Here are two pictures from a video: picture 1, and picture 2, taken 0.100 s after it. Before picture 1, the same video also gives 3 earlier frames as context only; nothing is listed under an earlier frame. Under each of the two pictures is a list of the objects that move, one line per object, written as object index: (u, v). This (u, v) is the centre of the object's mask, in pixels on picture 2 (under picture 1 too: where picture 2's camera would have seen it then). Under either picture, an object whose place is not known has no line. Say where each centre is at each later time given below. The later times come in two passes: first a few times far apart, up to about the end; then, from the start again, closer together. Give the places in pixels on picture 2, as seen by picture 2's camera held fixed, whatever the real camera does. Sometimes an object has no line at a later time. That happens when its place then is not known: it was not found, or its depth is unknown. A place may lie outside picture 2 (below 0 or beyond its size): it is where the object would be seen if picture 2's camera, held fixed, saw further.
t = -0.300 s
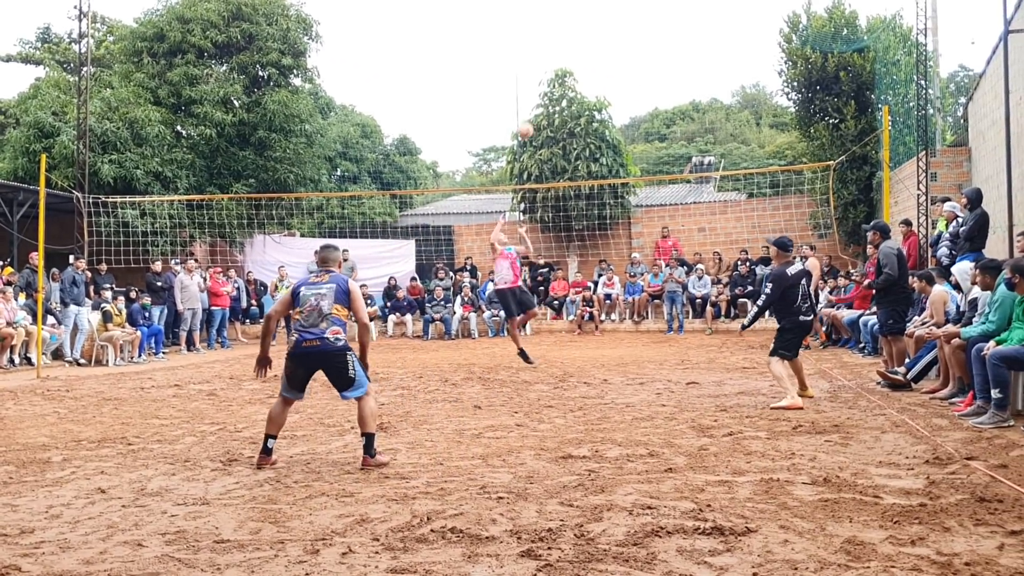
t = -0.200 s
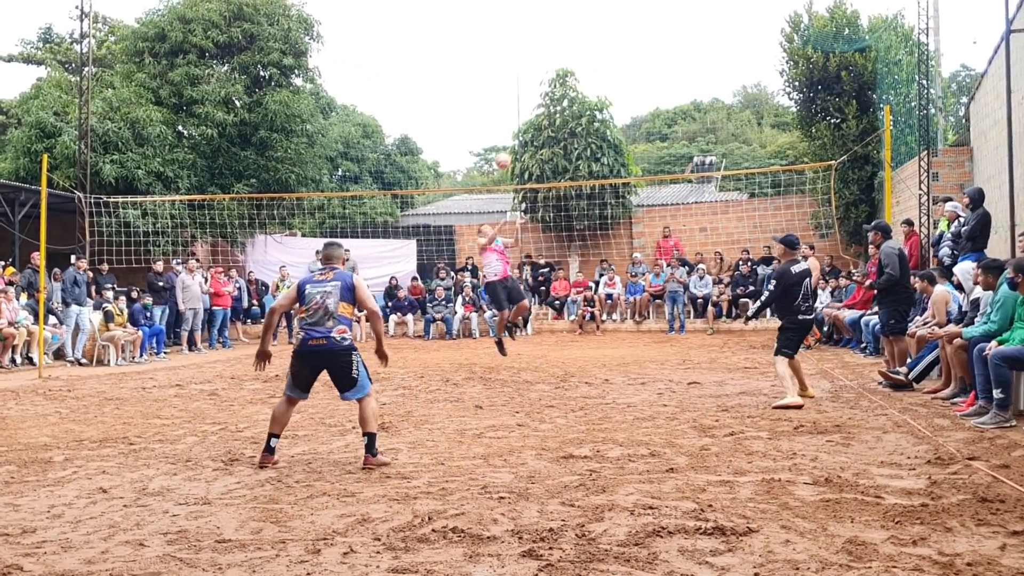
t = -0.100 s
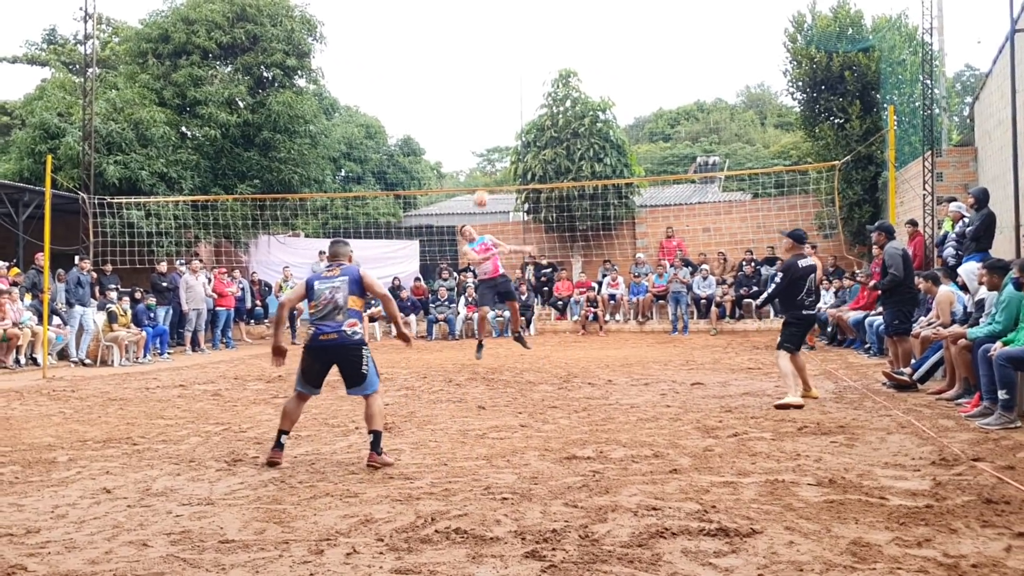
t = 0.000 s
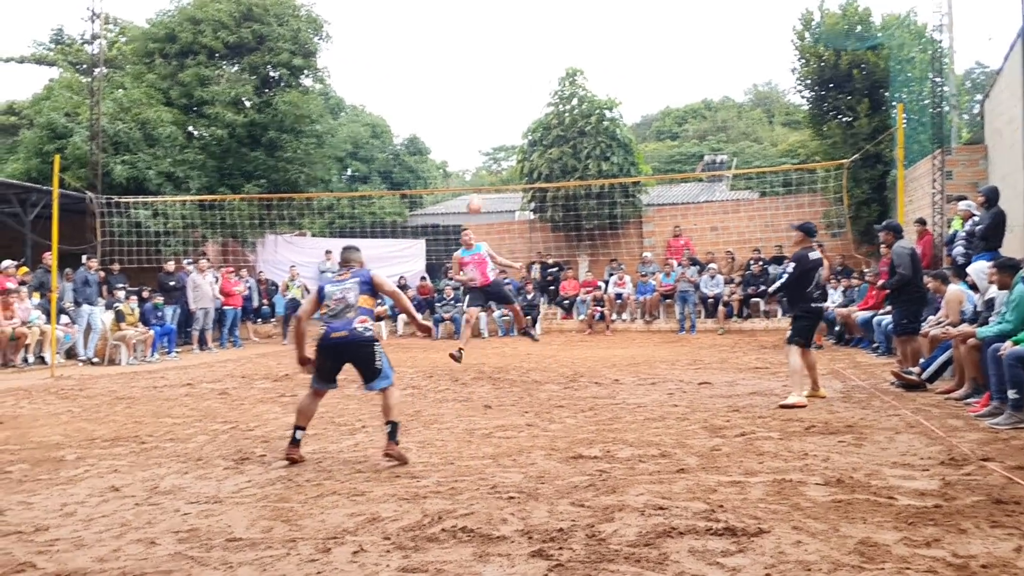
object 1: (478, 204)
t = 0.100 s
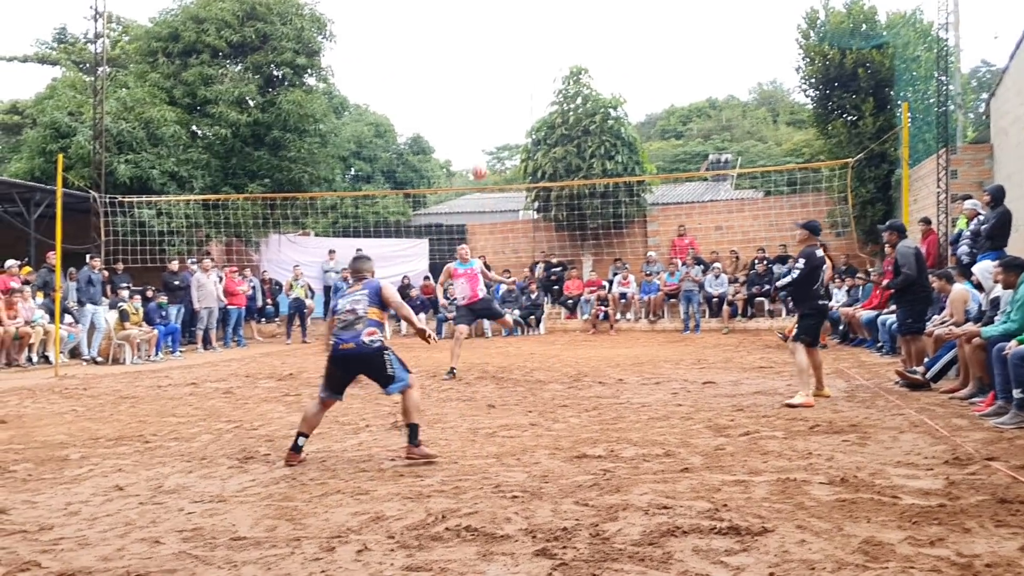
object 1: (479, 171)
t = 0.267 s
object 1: (481, 127)
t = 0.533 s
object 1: (485, 98)
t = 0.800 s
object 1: (491, 139)
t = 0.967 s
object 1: (494, 212)
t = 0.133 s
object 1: (480, 161)
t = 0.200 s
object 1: (481, 143)
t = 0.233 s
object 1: (481, 134)
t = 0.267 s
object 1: (481, 127)
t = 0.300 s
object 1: (481, 120)
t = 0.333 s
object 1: (482, 114)
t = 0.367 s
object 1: (483, 109)
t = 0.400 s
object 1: (483, 105)
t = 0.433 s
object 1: (484, 102)
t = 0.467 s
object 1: (485, 99)
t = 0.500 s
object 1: (485, 98)
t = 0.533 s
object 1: (485, 98)
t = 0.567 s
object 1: (486, 99)
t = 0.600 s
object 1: (487, 101)
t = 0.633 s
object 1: (488, 103)
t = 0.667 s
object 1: (488, 108)
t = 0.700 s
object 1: (489, 113)
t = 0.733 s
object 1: (489, 120)
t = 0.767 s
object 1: (490, 128)
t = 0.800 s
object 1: (491, 139)
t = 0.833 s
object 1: (492, 150)
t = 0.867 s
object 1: (493, 162)
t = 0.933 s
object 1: (493, 191)
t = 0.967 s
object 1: (494, 212)
